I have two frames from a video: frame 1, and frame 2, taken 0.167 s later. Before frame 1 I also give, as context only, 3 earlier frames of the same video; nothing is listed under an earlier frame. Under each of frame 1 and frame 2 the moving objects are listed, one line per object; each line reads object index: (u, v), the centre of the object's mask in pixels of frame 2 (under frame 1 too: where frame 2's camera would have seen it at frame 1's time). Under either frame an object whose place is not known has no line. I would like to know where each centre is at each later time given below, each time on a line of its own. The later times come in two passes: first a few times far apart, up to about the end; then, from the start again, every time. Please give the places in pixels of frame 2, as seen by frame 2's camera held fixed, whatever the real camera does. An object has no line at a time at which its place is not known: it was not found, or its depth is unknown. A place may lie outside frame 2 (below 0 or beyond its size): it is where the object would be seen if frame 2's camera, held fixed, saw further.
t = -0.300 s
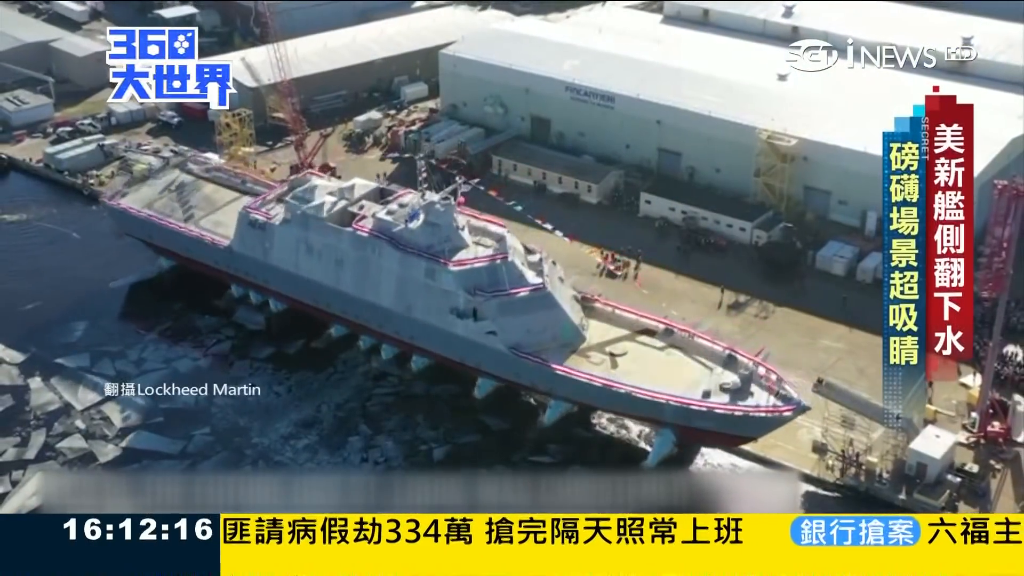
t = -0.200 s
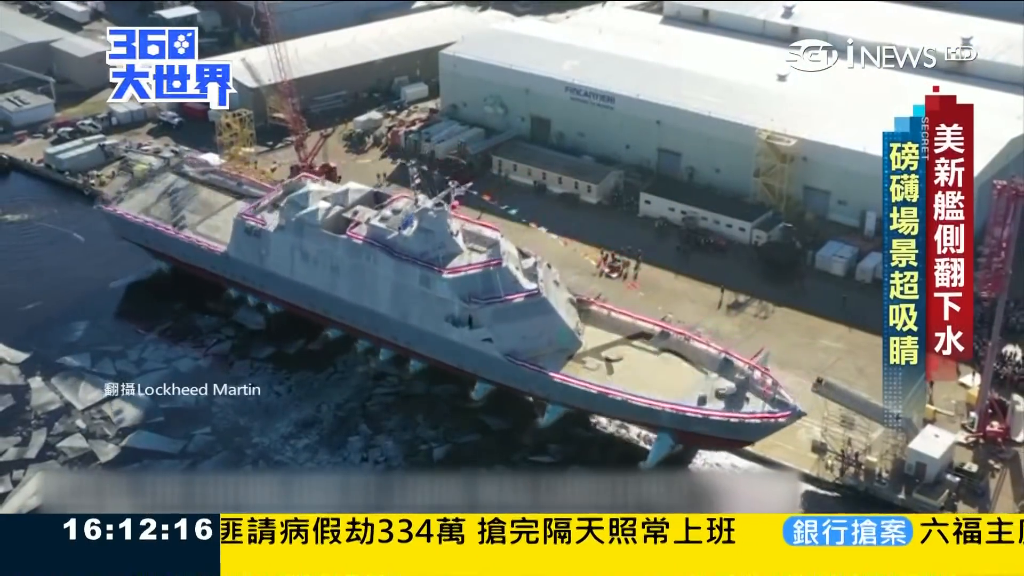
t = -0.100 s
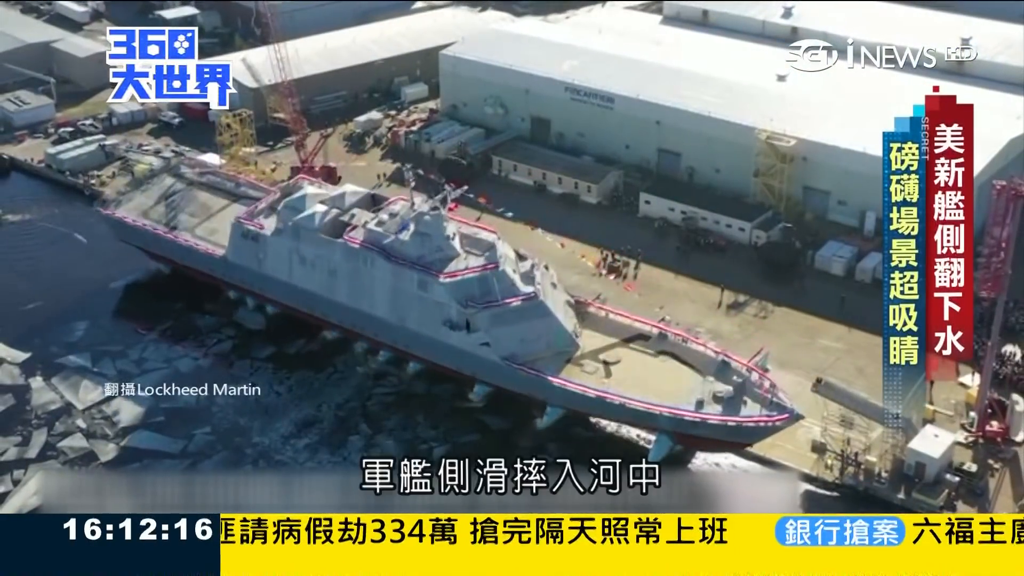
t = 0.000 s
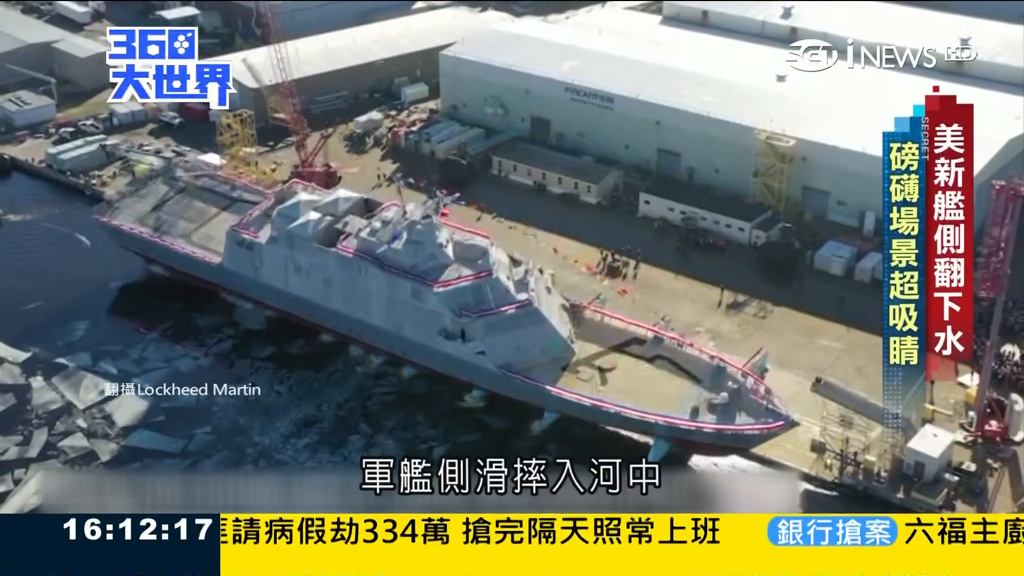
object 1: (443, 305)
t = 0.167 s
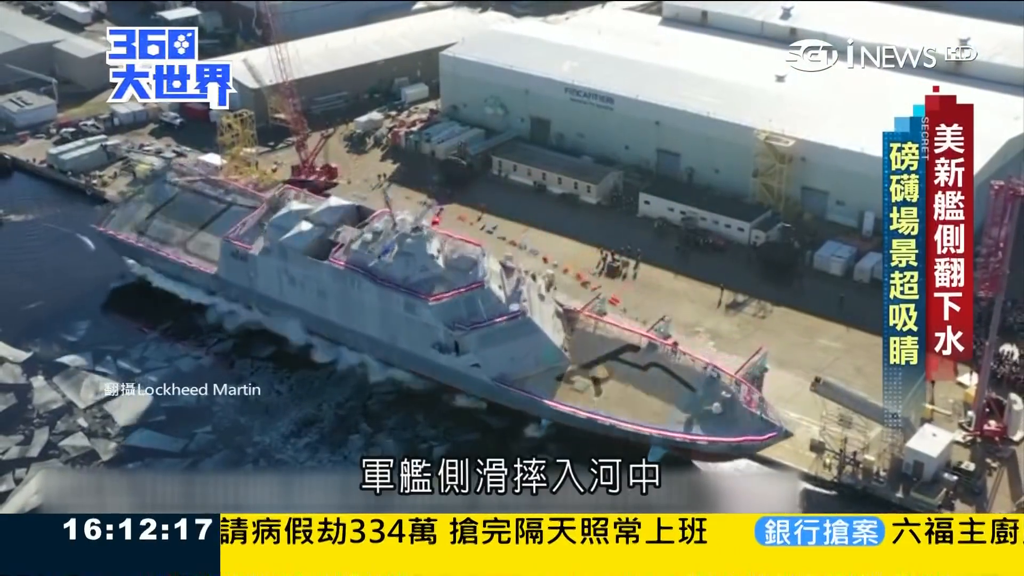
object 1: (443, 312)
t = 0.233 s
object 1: (442, 313)
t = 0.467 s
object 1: (441, 321)
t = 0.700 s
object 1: (441, 325)
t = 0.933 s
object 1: (439, 329)
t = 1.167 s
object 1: (434, 331)
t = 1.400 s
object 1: (430, 332)
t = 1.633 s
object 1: (417, 333)
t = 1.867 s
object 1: (415, 333)
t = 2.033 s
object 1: (412, 333)
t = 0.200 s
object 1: (443, 312)
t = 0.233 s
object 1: (442, 313)
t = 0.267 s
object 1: (441, 314)
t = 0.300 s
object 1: (441, 317)
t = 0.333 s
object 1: (442, 318)
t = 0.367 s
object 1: (442, 318)
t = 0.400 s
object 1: (442, 319)
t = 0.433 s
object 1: (441, 320)
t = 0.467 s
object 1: (441, 321)
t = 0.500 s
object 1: (441, 322)
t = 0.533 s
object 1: (441, 322)
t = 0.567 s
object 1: (441, 322)
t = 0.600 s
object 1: (441, 324)
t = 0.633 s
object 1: (440, 324)
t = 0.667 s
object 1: (440, 325)
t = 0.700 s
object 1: (441, 325)
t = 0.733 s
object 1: (442, 326)
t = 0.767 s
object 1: (440, 326)
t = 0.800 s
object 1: (440, 328)
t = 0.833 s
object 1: (440, 328)
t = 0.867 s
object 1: (440, 328)
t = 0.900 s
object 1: (440, 329)
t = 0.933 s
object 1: (439, 329)
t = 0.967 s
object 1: (439, 329)
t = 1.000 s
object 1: (437, 330)
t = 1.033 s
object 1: (437, 330)
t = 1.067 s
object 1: (438, 330)
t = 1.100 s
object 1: (437, 330)
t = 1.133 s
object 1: (434, 331)
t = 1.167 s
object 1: (434, 331)
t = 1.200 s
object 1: (433, 331)
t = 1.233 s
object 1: (432, 331)
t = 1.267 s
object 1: (431, 331)
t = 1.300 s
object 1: (431, 332)
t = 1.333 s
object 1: (430, 332)
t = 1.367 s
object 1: (430, 332)
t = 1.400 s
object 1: (430, 332)
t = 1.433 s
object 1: (429, 333)
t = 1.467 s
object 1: (427, 333)
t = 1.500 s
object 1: (419, 332)
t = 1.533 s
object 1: (419, 332)
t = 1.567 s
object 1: (418, 332)
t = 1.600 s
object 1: (418, 332)
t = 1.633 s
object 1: (417, 333)
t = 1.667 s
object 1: (417, 333)
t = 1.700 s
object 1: (417, 333)
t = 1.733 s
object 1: (417, 333)
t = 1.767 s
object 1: (416, 333)
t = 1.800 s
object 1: (415, 333)
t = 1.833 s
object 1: (418, 333)
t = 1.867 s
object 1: (415, 333)
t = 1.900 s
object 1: (414, 333)
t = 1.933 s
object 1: (413, 333)
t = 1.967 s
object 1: (413, 333)
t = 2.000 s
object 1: (409, 333)
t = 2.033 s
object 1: (412, 333)
